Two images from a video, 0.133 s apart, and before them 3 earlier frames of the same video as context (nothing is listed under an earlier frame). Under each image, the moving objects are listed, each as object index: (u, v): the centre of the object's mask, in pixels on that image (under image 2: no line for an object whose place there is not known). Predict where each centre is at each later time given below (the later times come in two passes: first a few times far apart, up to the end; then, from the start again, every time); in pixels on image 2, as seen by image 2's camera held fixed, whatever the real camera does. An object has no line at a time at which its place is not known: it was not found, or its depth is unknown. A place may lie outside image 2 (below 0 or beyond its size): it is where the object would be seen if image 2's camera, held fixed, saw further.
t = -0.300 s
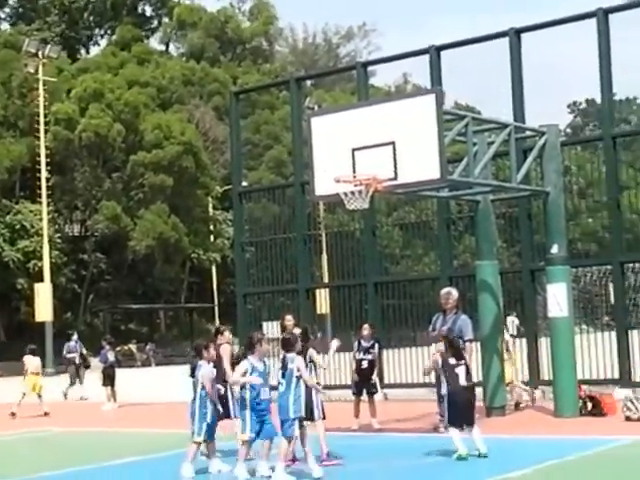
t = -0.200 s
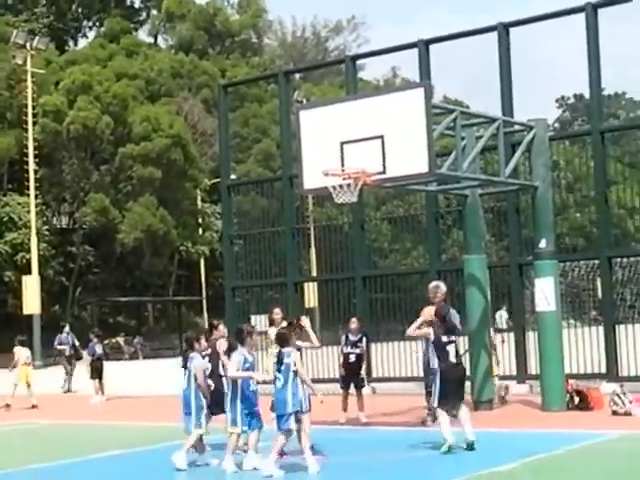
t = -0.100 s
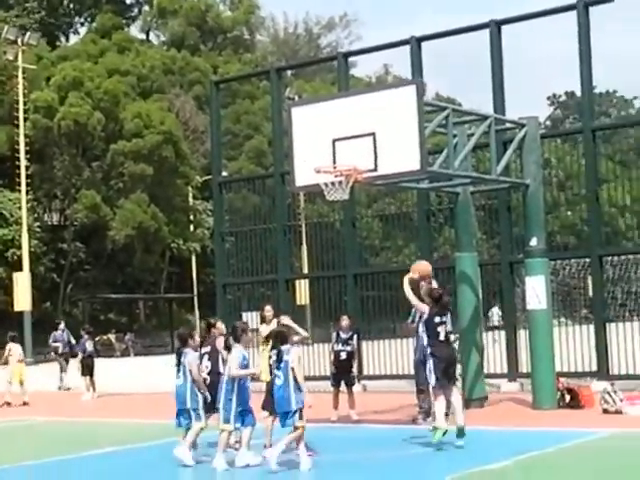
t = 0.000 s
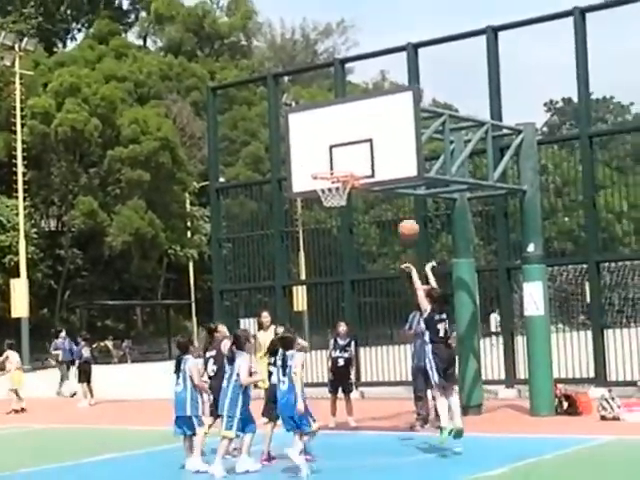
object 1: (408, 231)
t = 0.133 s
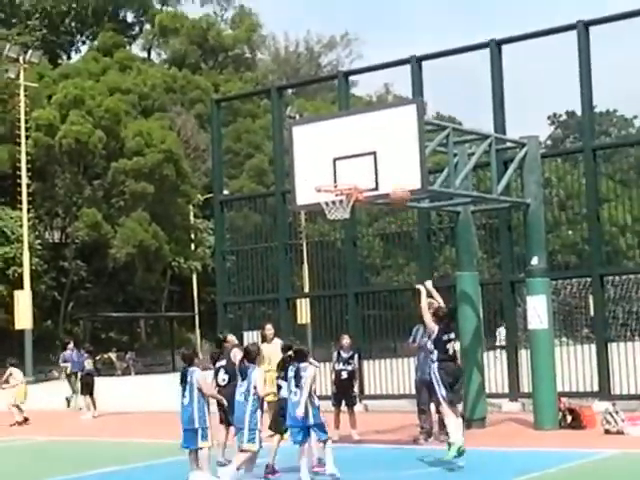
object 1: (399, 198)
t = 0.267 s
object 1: (387, 169)
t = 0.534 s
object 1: (347, 173)
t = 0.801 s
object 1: (333, 175)
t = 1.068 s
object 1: (326, 200)
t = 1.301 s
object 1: (331, 229)
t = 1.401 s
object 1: (334, 252)
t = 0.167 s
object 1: (396, 185)
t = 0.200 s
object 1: (394, 179)
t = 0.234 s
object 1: (390, 173)
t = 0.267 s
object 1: (387, 169)
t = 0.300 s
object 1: (382, 165)
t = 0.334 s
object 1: (377, 164)
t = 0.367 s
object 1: (372, 162)
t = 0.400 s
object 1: (367, 162)
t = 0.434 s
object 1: (362, 164)
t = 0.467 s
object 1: (357, 165)
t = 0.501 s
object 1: (352, 169)
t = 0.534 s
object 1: (347, 173)
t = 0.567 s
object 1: (344, 173)
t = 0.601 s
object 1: (342, 172)
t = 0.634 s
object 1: (340, 171)
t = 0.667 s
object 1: (339, 171)
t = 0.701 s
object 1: (337, 172)
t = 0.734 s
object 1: (335, 174)
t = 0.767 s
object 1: (334, 177)
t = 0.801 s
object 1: (333, 175)
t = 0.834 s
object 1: (332, 176)
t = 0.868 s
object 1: (331, 176)
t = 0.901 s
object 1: (330, 177)
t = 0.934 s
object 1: (330, 180)
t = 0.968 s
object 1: (329, 184)
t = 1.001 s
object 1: (327, 189)
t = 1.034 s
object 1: (326, 194)
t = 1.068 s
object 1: (326, 200)
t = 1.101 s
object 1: (326, 206)
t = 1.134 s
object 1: (325, 206)
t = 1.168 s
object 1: (327, 210)
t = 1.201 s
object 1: (326, 212)
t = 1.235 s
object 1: (328, 216)
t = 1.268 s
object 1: (330, 221)
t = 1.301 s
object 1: (331, 229)
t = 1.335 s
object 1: (332, 235)
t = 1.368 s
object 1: (333, 244)
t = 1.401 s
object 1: (334, 252)
